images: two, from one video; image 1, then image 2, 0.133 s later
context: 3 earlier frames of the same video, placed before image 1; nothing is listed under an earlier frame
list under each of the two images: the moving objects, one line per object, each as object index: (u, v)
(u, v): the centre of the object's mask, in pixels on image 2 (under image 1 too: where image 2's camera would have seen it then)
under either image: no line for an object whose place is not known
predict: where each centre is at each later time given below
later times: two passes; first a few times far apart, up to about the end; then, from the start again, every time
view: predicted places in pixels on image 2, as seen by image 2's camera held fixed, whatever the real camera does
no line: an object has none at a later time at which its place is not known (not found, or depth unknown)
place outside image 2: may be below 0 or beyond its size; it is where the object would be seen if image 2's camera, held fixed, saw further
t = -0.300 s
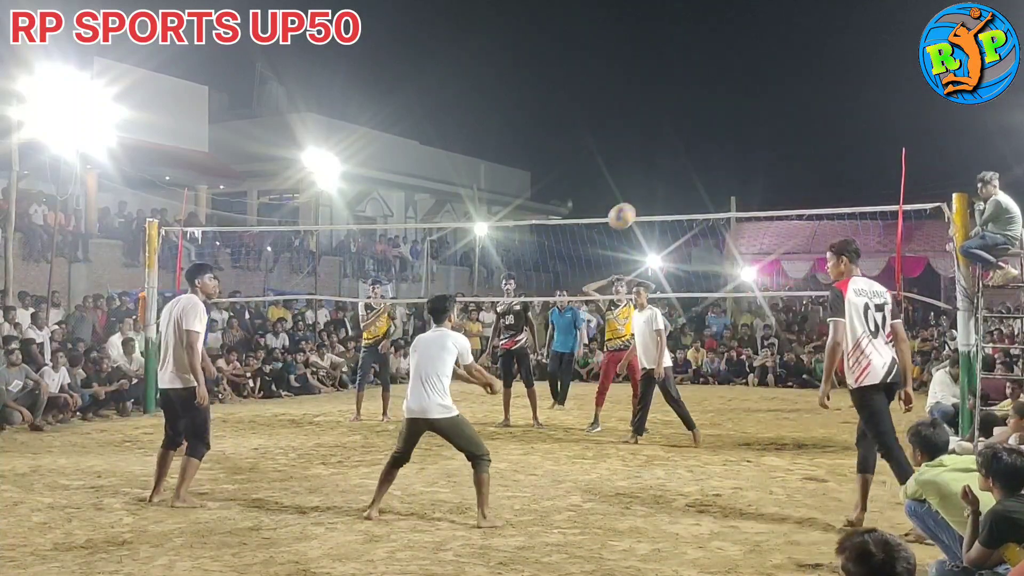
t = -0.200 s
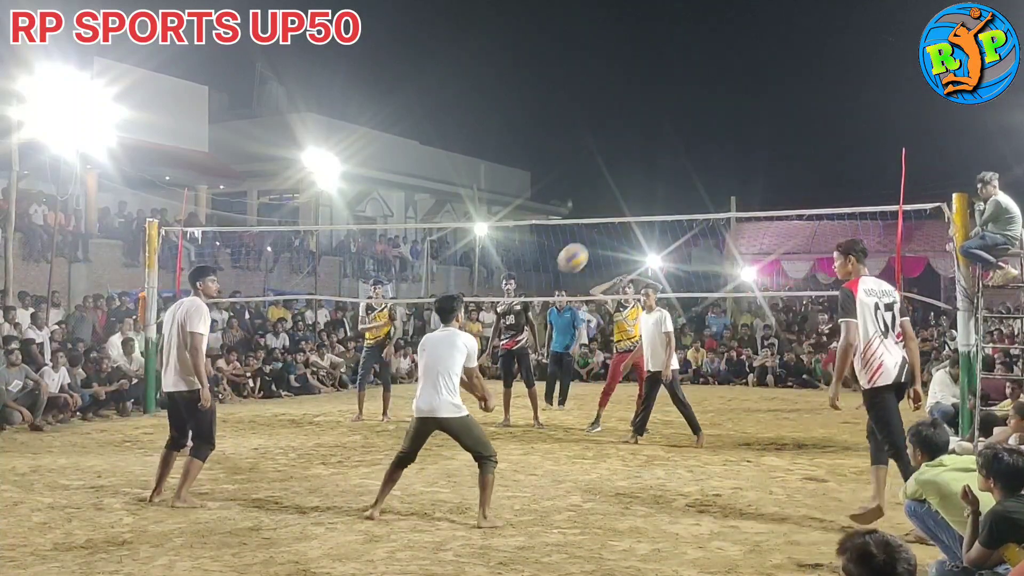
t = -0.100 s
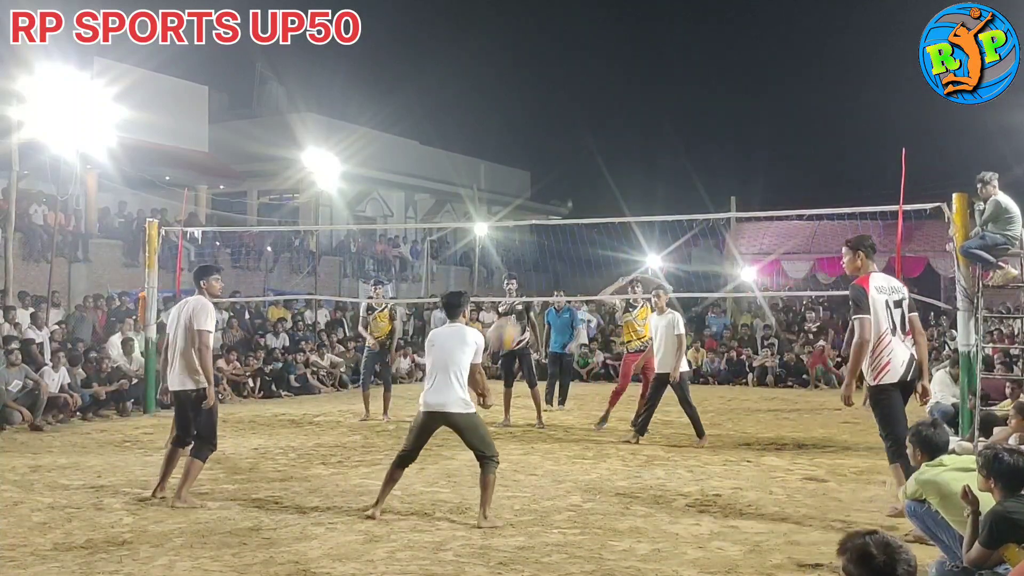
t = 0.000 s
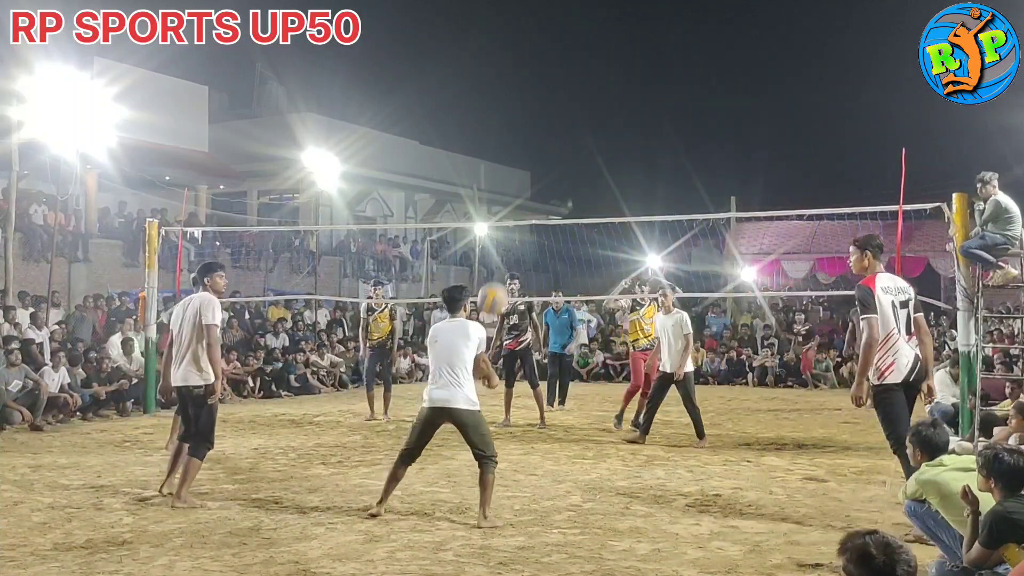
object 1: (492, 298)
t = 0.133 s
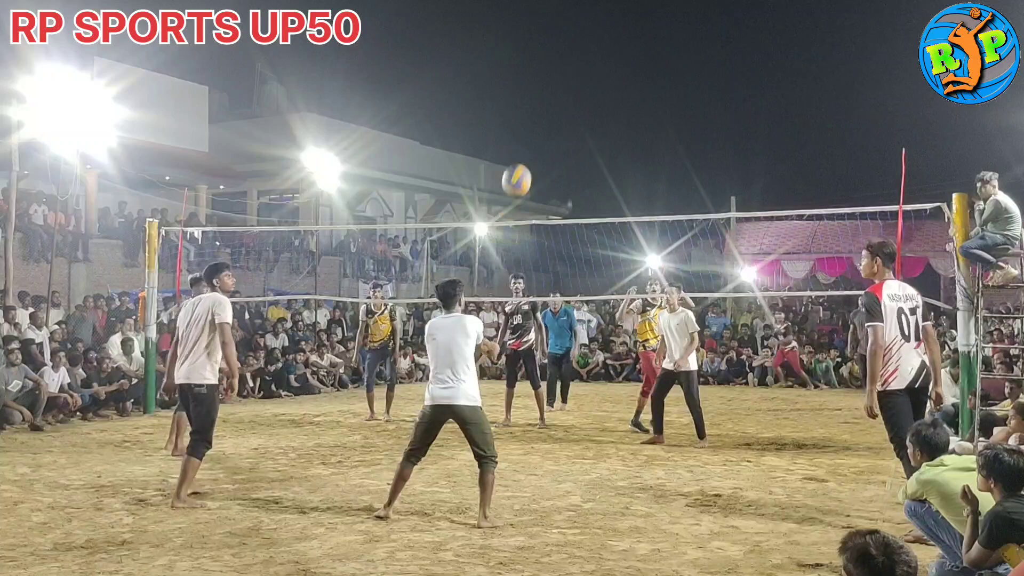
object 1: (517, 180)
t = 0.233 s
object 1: (528, 126)
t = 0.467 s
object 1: (555, 44)
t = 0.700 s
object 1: (578, 34)
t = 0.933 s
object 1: (597, 79)
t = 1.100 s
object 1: (609, 137)
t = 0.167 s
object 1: (519, 168)
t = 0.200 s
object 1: (524, 146)
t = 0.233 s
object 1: (528, 126)
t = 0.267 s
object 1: (533, 109)
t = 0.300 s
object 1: (537, 93)
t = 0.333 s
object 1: (542, 79)
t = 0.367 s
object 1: (544, 73)
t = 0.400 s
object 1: (548, 62)
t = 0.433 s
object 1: (552, 52)
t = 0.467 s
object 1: (555, 44)
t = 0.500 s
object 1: (559, 39)
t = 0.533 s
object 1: (563, 35)
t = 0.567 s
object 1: (565, 34)
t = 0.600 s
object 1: (568, 32)
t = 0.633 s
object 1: (572, 31)
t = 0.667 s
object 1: (575, 32)
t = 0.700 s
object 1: (578, 34)
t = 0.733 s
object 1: (581, 37)
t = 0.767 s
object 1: (582, 40)
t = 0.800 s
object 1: (585, 45)
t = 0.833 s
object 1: (588, 52)
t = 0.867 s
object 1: (591, 60)
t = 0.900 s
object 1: (594, 69)
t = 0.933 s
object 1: (597, 79)
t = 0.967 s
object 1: (599, 90)
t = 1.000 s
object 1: (600, 95)
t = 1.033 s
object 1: (603, 108)
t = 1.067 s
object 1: (606, 123)
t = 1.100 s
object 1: (609, 137)
